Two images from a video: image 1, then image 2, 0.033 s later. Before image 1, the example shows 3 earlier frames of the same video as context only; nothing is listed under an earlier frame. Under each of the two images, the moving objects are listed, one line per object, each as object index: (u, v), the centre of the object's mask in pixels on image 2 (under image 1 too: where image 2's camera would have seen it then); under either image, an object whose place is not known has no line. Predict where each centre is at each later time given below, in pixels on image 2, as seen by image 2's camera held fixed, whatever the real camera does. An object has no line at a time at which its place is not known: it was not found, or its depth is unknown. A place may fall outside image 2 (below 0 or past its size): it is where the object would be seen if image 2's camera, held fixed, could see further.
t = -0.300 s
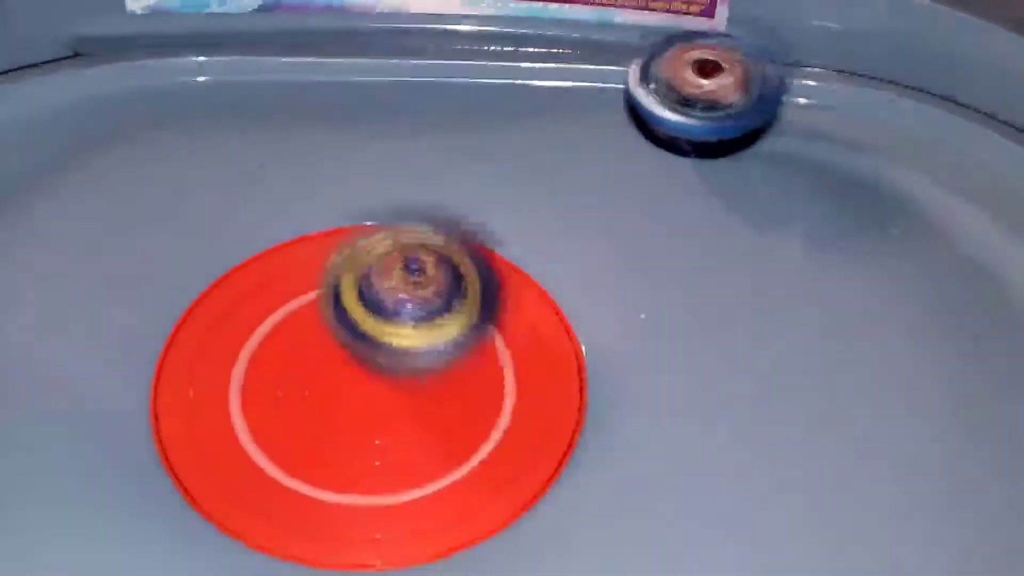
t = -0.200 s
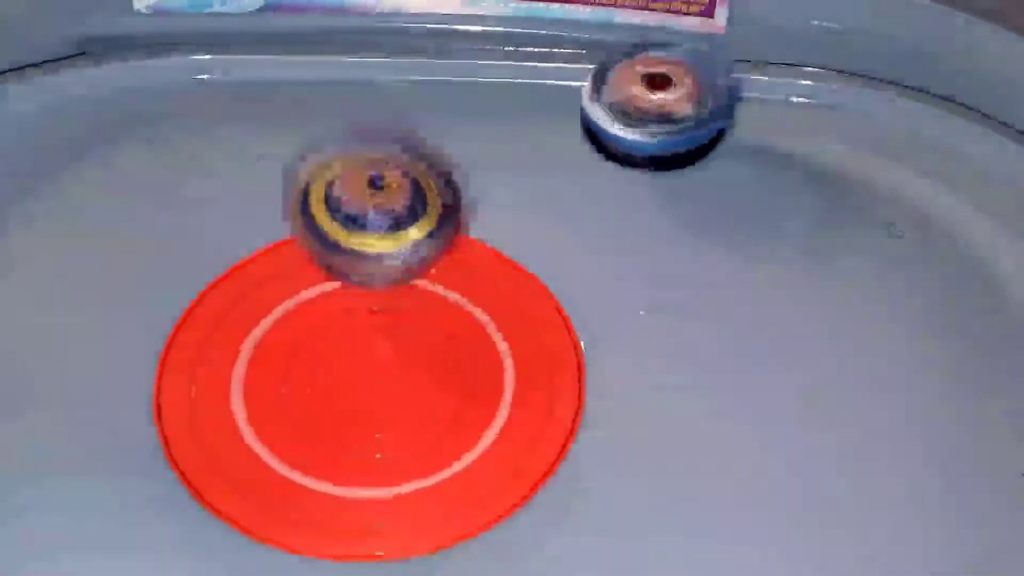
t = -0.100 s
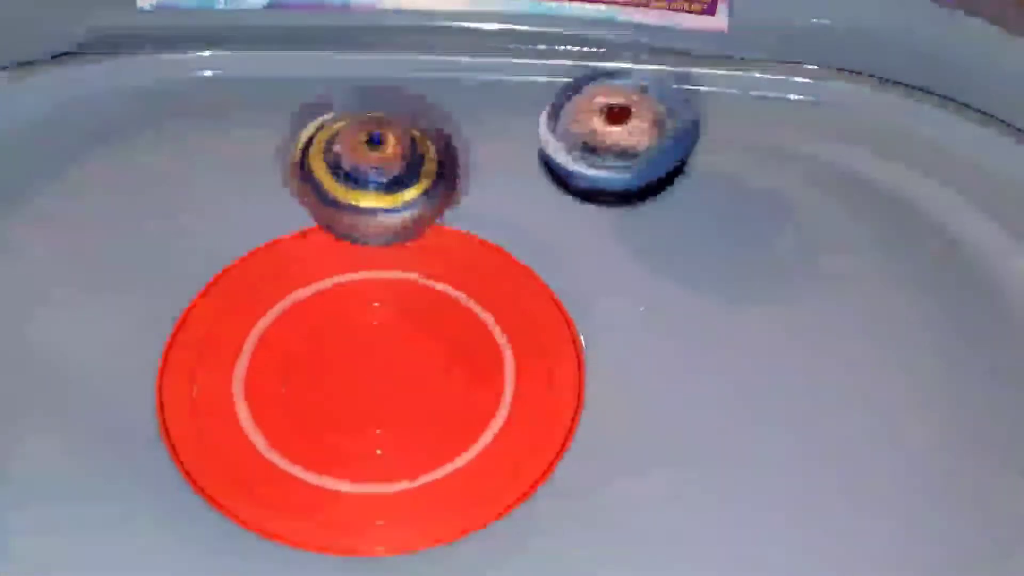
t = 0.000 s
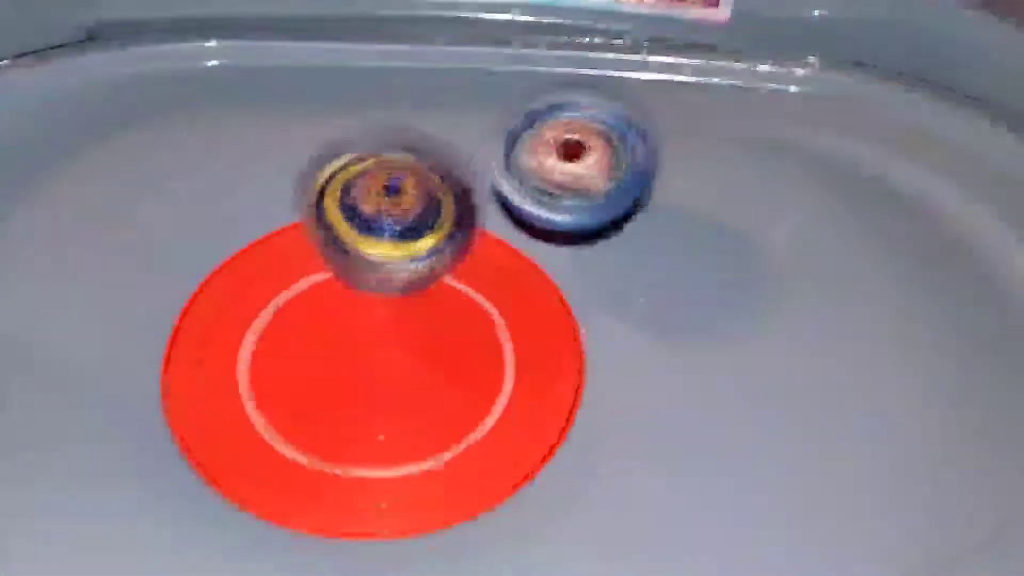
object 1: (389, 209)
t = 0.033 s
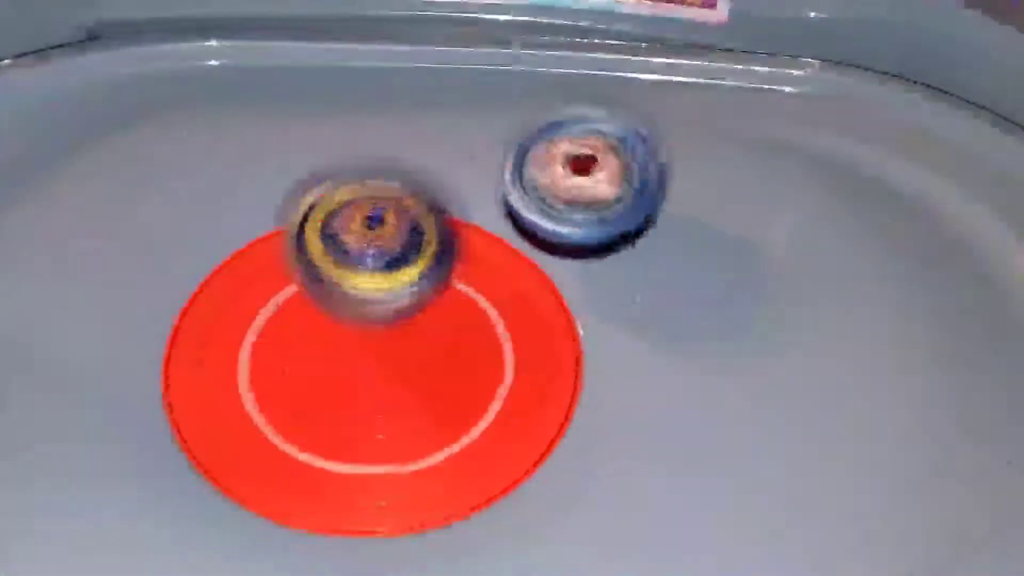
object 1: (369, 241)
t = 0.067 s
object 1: (354, 273)
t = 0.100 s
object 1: (346, 307)
